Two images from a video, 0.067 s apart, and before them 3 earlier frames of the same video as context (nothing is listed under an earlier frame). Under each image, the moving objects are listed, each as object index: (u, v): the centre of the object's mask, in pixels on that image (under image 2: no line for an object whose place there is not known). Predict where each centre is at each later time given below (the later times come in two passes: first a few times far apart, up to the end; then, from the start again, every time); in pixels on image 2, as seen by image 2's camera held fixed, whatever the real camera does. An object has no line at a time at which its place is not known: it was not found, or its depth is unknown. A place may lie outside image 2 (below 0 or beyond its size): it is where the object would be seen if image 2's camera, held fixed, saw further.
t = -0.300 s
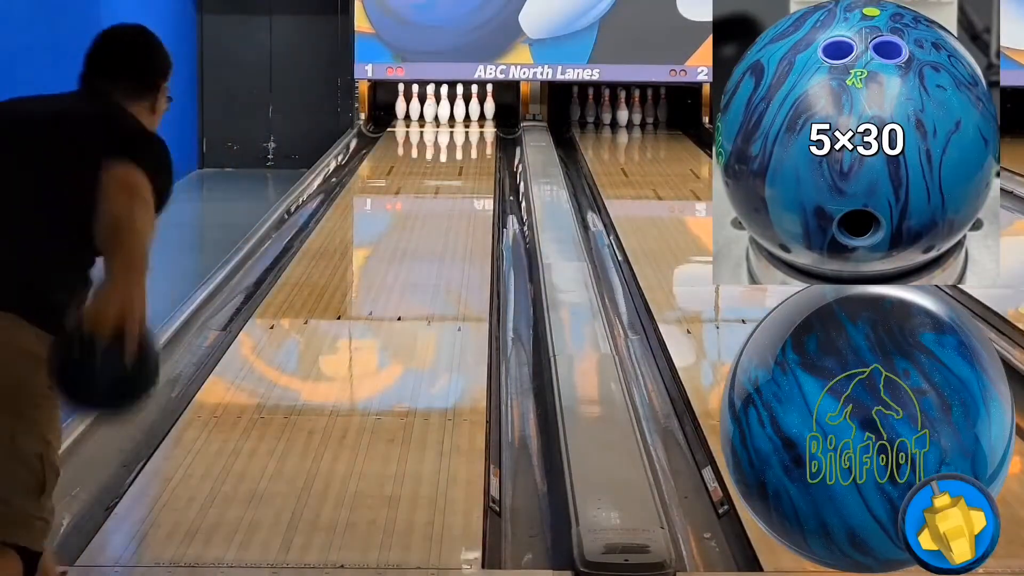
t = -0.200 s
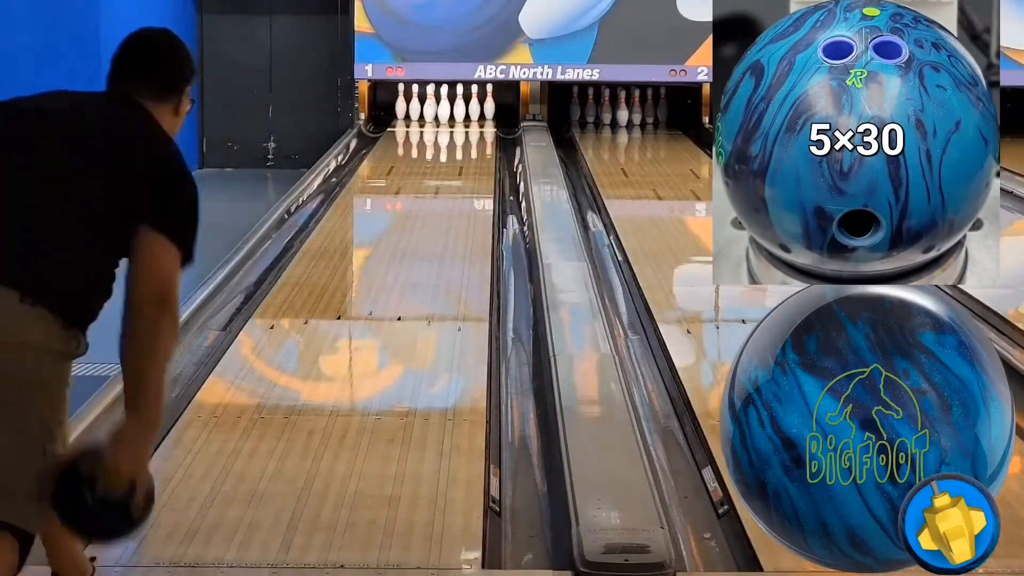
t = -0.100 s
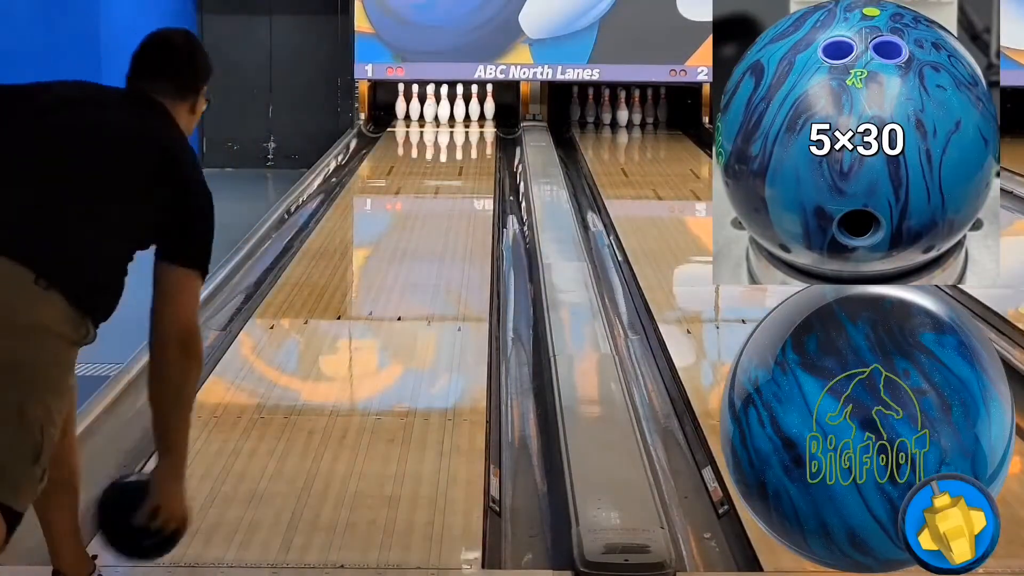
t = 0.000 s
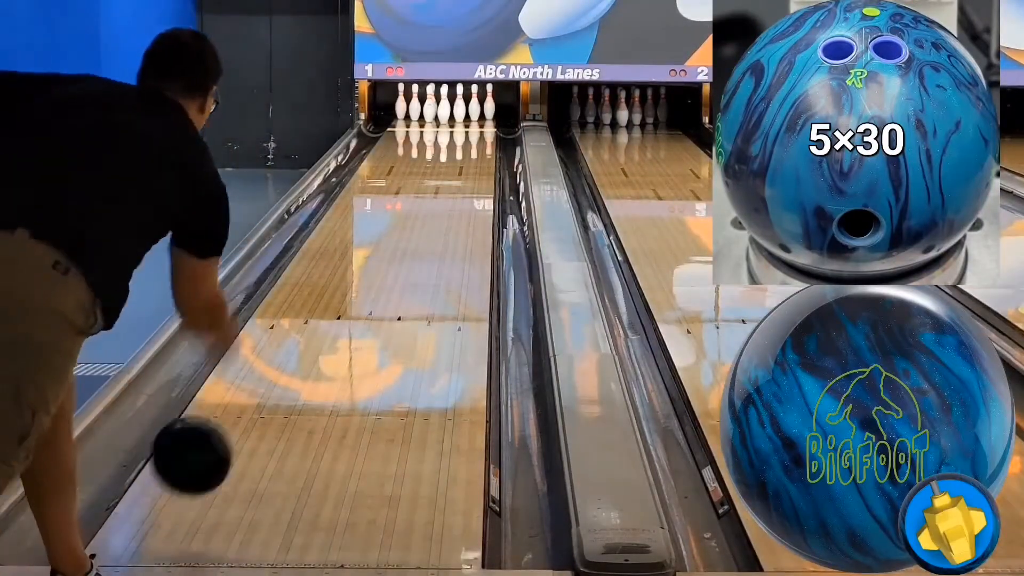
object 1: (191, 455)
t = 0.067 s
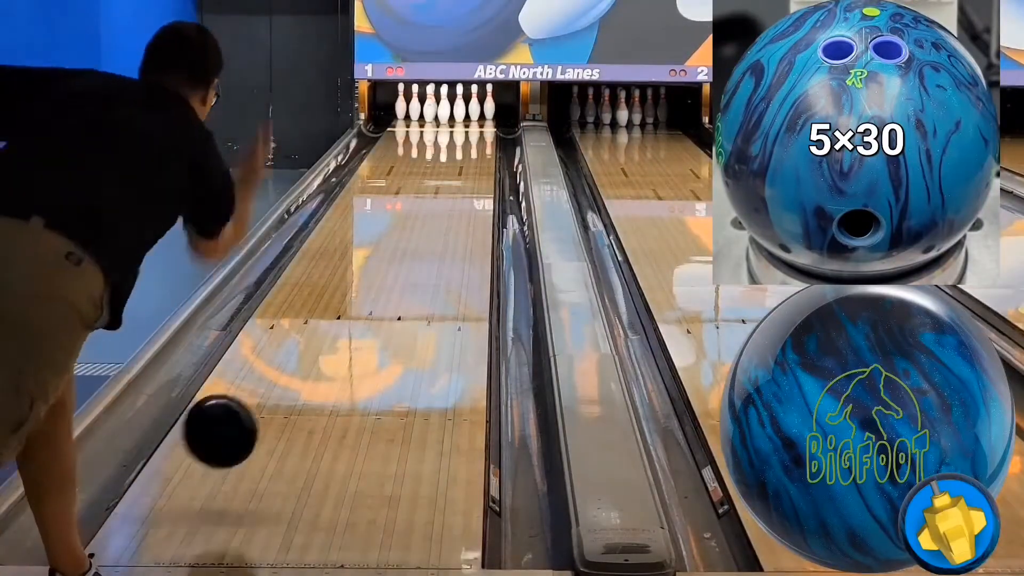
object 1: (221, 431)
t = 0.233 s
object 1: (277, 401)
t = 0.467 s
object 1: (333, 328)
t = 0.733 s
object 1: (376, 271)
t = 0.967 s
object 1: (404, 235)
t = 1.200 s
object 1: (425, 206)
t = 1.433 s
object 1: (442, 184)
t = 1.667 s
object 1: (454, 165)
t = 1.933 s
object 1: (465, 148)
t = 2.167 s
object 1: (468, 135)
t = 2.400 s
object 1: (467, 126)
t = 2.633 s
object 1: (461, 118)
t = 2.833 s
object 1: (459, 112)
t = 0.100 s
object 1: (233, 425)
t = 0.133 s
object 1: (245, 423)
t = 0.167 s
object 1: (257, 425)
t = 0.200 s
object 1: (267, 413)
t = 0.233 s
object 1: (277, 401)
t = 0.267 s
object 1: (287, 389)
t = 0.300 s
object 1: (296, 377)
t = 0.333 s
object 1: (304, 366)
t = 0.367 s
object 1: (311, 355)
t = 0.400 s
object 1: (319, 346)
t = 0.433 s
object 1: (326, 337)
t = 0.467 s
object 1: (333, 328)
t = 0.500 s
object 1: (339, 319)
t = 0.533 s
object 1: (345, 311)
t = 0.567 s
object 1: (351, 304)
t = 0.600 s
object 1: (356, 296)
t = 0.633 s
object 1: (362, 289)
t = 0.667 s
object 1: (367, 283)
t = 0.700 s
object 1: (372, 277)
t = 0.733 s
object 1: (376, 271)
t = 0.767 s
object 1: (381, 265)
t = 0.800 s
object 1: (385, 260)
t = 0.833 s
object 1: (389, 254)
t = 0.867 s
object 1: (393, 249)
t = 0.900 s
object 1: (397, 244)
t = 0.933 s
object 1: (401, 239)
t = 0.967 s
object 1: (404, 235)
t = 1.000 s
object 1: (407, 230)
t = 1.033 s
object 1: (411, 226)
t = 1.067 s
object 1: (414, 222)
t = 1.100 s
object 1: (417, 218)
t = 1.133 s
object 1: (420, 214)
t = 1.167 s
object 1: (423, 210)
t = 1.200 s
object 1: (425, 206)
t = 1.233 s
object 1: (428, 203)
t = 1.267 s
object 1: (430, 200)
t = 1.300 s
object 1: (433, 196)
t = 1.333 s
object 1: (435, 193)
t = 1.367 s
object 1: (437, 190)
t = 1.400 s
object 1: (439, 187)
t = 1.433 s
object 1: (442, 184)
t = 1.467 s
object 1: (444, 181)
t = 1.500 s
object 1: (445, 178)
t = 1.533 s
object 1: (447, 175)
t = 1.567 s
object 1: (449, 173)
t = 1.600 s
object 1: (451, 170)
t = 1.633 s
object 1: (452, 168)
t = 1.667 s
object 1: (454, 165)
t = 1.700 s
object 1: (456, 163)
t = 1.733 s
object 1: (457, 161)
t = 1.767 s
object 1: (459, 159)
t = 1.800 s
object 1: (460, 156)
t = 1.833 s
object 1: (461, 153)
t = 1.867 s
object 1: (463, 151)
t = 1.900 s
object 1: (464, 150)
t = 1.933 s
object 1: (465, 148)
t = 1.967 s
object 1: (465, 146)
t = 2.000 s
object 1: (466, 144)
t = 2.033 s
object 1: (467, 142)
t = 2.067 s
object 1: (467, 140)
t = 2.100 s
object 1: (468, 139)
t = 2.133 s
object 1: (468, 137)
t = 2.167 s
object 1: (468, 135)
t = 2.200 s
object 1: (468, 133)
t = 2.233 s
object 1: (468, 132)
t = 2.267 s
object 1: (468, 131)
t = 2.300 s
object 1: (468, 130)
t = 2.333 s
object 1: (468, 128)
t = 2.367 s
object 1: (468, 127)
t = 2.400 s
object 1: (467, 126)
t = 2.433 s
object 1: (466, 124)
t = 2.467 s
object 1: (466, 123)
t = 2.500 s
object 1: (465, 122)
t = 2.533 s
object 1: (464, 121)
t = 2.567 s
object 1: (463, 119)
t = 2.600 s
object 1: (461, 119)
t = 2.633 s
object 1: (461, 118)
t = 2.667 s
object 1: (460, 116)
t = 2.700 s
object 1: (458, 116)
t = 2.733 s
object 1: (457, 115)
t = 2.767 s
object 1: (458, 113)
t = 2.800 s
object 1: (458, 113)
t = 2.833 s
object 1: (459, 112)
